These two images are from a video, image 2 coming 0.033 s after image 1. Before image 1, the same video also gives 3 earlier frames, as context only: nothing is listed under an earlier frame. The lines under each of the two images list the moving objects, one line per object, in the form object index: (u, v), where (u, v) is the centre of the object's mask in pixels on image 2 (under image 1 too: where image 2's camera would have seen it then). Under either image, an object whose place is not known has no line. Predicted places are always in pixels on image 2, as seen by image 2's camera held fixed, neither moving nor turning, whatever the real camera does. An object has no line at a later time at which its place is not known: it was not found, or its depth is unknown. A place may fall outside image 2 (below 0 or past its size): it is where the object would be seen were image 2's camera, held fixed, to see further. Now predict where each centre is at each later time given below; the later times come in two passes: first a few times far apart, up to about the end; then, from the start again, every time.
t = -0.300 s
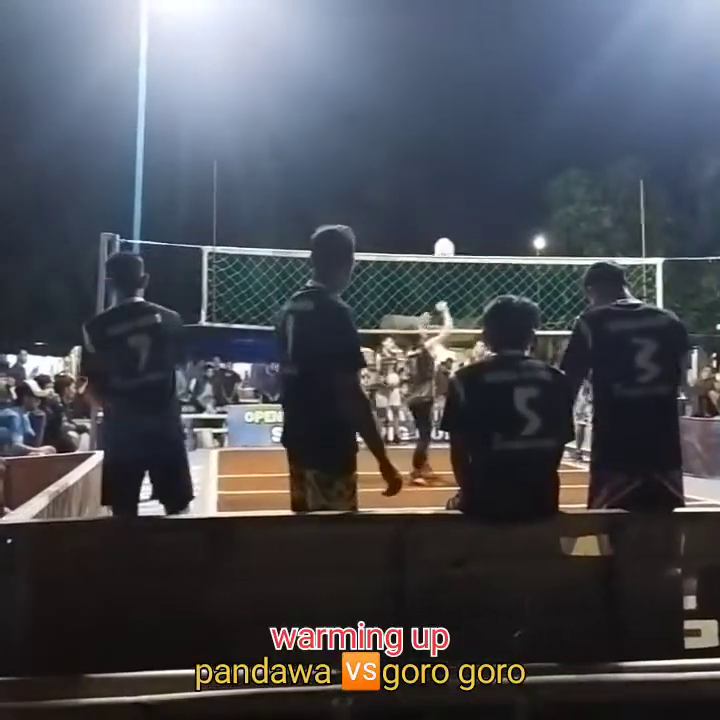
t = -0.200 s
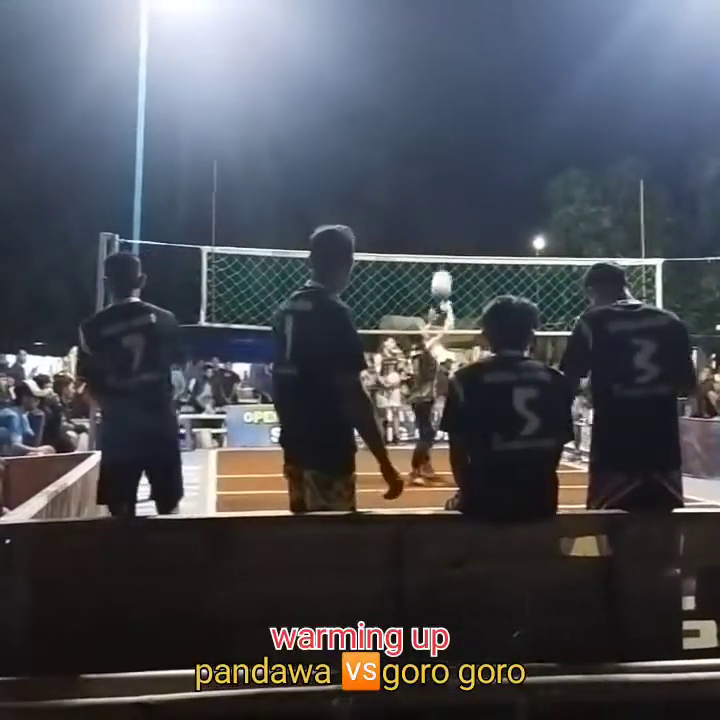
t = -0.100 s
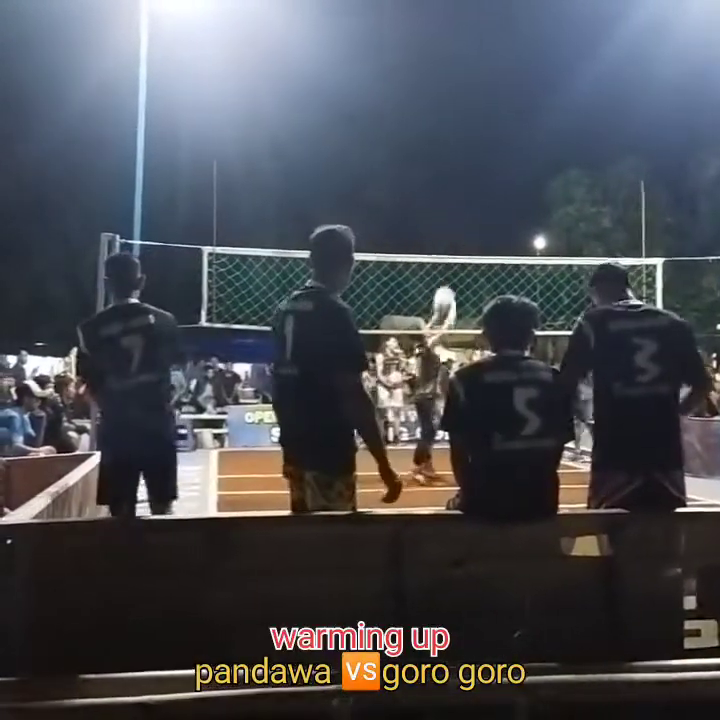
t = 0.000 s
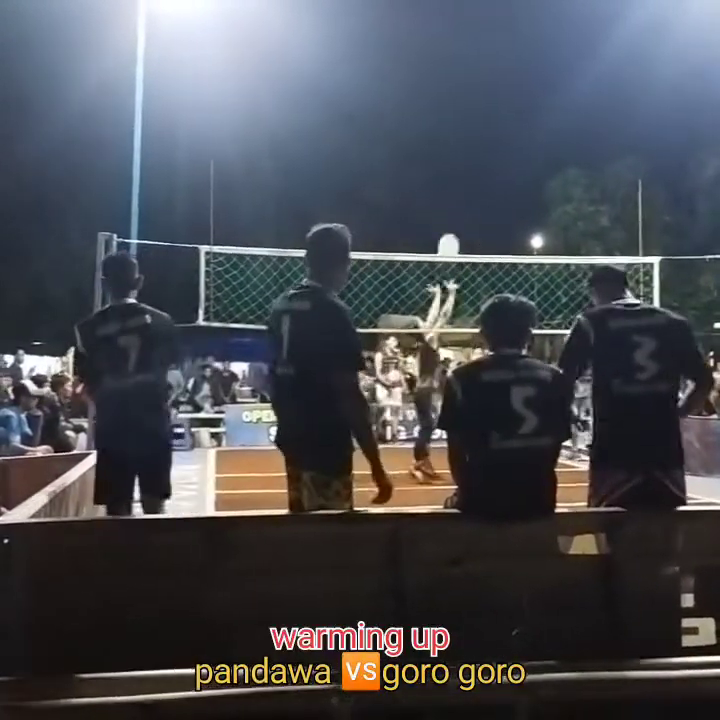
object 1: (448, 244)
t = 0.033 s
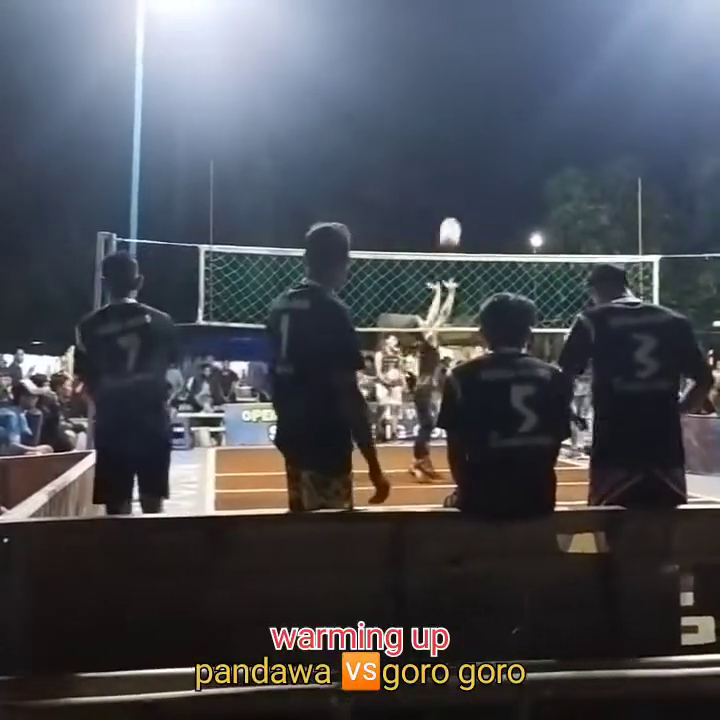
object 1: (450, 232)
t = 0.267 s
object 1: (466, 156)
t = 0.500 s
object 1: (481, 132)
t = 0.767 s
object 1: (493, 159)
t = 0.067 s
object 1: (452, 218)
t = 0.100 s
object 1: (455, 205)
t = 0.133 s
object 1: (458, 193)
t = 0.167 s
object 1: (459, 182)
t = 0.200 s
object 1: (460, 173)
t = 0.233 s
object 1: (463, 164)
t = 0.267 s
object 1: (466, 156)
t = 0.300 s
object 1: (468, 150)
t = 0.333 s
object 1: (470, 144)
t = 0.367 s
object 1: (473, 139)
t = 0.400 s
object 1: (475, 136)
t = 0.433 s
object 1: (476, 133)
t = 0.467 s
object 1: (478, 132)
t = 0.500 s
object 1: (481, 132)
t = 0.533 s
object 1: (483, 132)
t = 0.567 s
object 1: (484, 132)
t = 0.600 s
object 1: (485, 135)
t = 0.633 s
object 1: (486, 138)
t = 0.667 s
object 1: (488, 141)
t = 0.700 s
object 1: (490, 146)
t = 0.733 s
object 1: (491, 152)
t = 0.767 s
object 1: (493, 159)
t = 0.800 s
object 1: (495, 167)
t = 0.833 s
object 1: (498, 177)
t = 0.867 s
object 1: (500, 186)
